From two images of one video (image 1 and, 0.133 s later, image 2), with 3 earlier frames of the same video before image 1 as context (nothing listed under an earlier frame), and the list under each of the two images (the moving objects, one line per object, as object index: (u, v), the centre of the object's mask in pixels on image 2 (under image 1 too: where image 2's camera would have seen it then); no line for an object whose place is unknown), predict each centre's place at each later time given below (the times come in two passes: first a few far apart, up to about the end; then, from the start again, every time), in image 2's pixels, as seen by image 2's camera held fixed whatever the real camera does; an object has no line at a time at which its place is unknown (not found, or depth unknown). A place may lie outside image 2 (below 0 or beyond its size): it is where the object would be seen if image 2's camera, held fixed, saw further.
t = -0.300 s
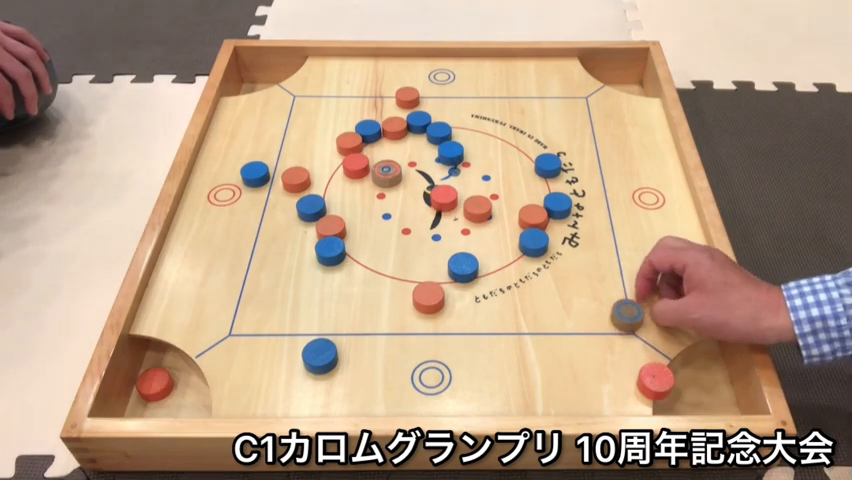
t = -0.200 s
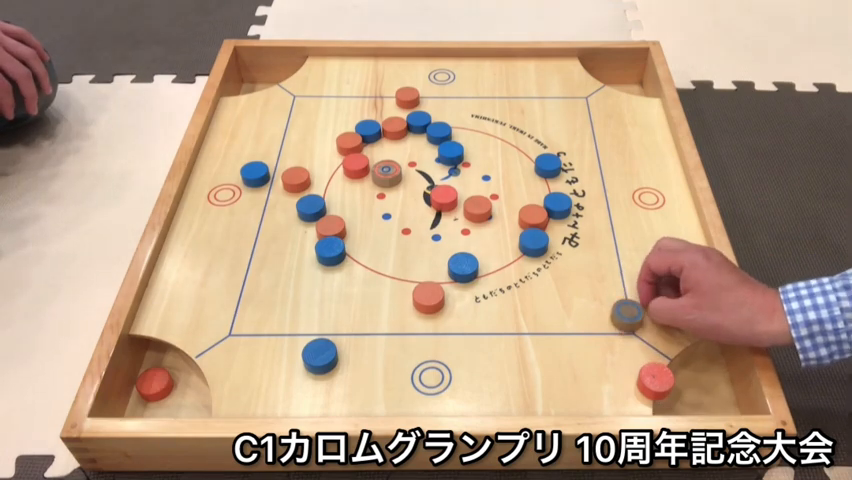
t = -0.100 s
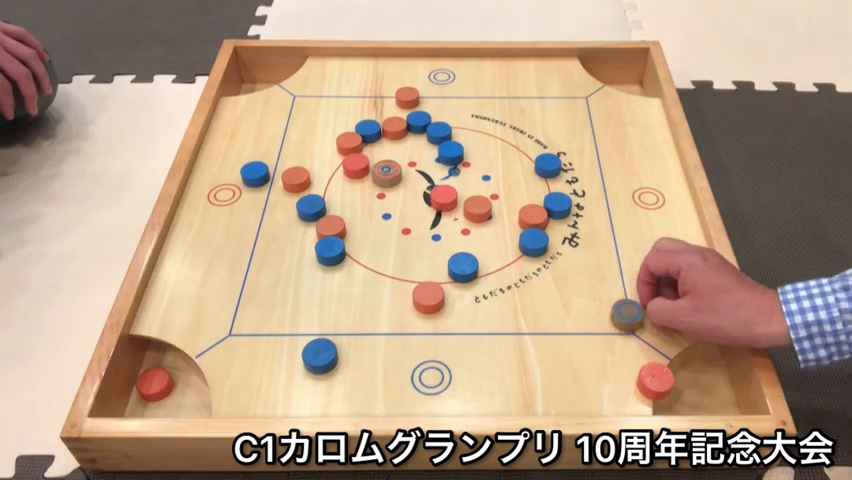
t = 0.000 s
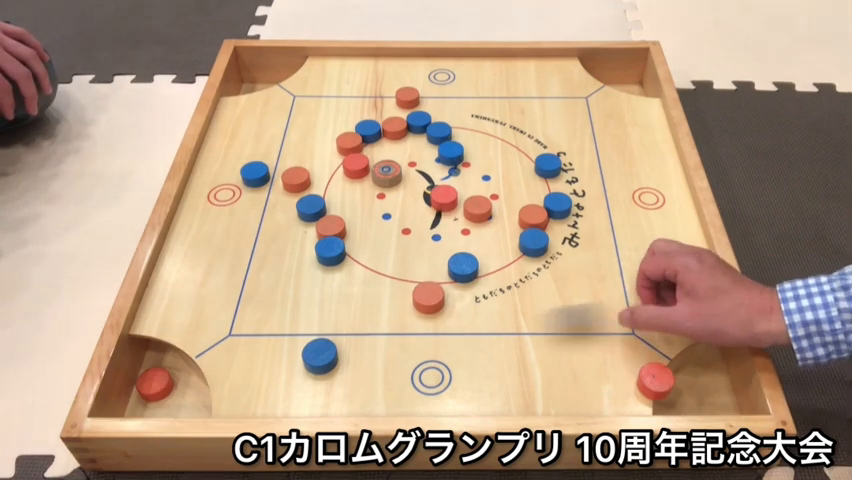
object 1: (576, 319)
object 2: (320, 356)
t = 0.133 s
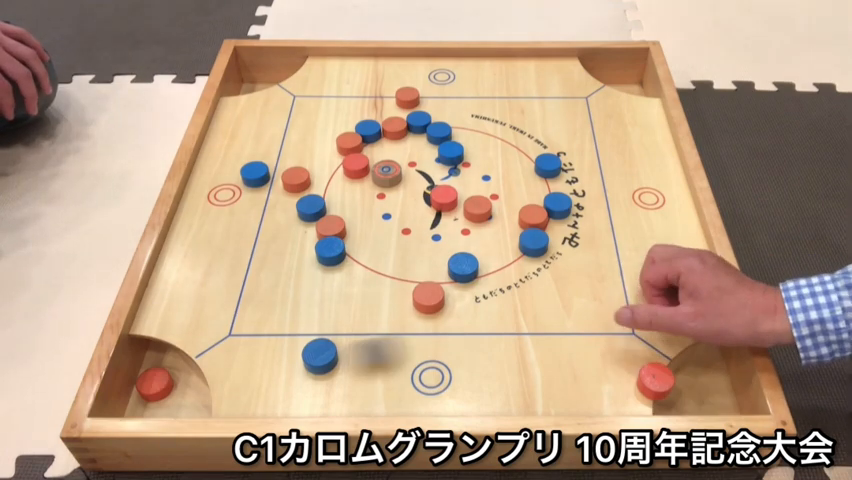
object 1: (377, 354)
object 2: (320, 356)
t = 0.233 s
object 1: (345, 374)
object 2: (224, 354)
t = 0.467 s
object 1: (344, 376)
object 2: (181, 373)
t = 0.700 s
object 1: (344, 376)
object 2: (154, 407)
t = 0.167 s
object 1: (351, 363)
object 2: (296, 355)
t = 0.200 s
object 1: (347, 370)
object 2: (258, 354)
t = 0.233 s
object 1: (345, 374)
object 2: (224, 354)
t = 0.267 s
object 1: (344, 376)
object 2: (190, 352)
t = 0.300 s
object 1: (344, 376)
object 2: (161, 352)
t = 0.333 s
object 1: (344, 376)
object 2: (145, 360)
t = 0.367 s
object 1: (344, 376)
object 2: (158, 366)
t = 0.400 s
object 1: (344, 376)
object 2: (175, 369)
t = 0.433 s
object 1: (344, 376)
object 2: (182, 368)
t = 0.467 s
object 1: (344, 376)
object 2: (181, 373)
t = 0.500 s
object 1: (344, 376)
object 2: (178, 380)
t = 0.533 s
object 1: (344, 376)
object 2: (174, 386)
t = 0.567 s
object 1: (344, 376)
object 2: (169, 391)
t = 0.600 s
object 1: (344, 376)
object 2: (165, 395)
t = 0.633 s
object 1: (344, 376)
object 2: (162, 400)
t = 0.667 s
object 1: (344, 376)
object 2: (158, 404)
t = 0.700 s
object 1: (344, 376)
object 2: (154, 407)
